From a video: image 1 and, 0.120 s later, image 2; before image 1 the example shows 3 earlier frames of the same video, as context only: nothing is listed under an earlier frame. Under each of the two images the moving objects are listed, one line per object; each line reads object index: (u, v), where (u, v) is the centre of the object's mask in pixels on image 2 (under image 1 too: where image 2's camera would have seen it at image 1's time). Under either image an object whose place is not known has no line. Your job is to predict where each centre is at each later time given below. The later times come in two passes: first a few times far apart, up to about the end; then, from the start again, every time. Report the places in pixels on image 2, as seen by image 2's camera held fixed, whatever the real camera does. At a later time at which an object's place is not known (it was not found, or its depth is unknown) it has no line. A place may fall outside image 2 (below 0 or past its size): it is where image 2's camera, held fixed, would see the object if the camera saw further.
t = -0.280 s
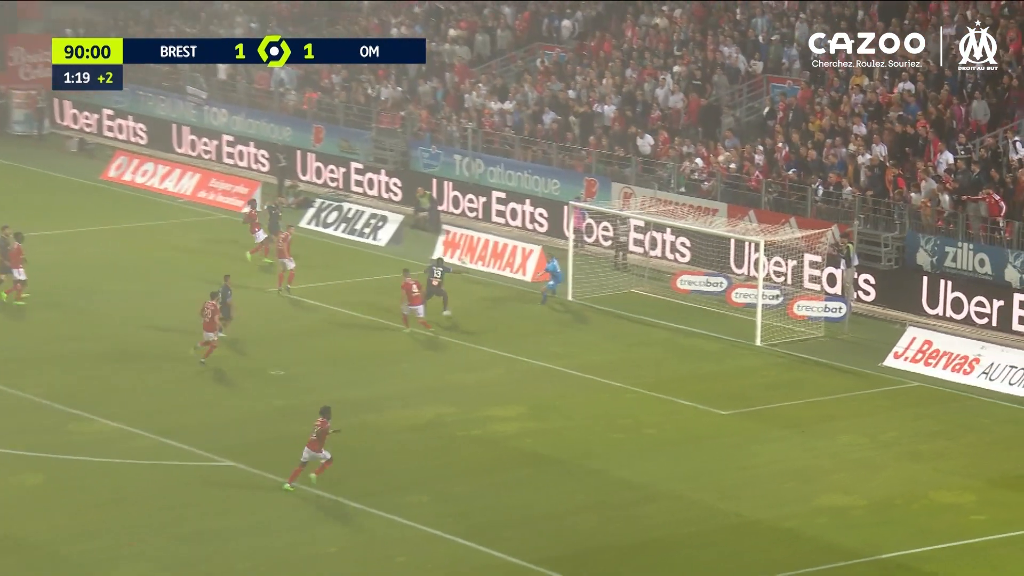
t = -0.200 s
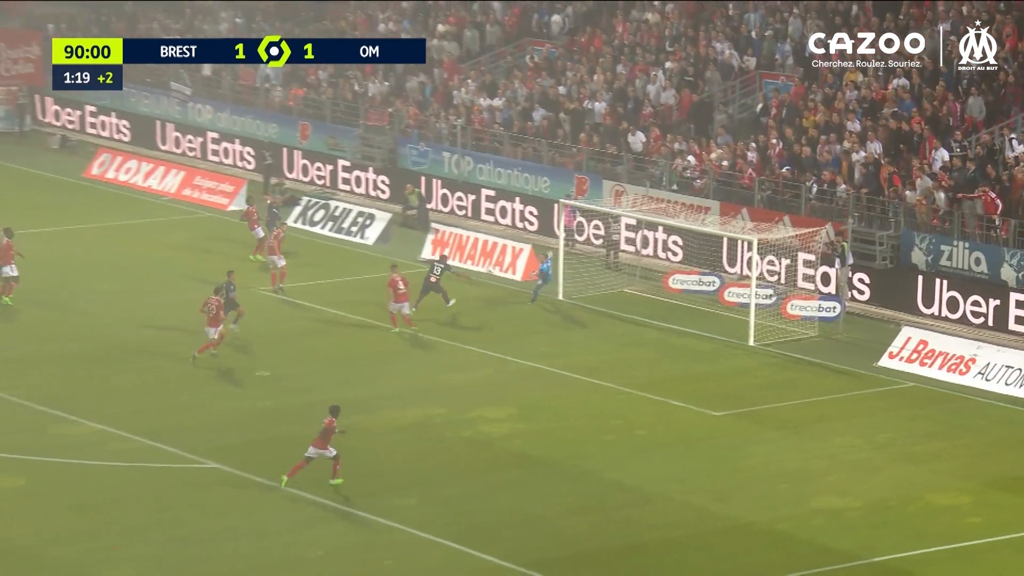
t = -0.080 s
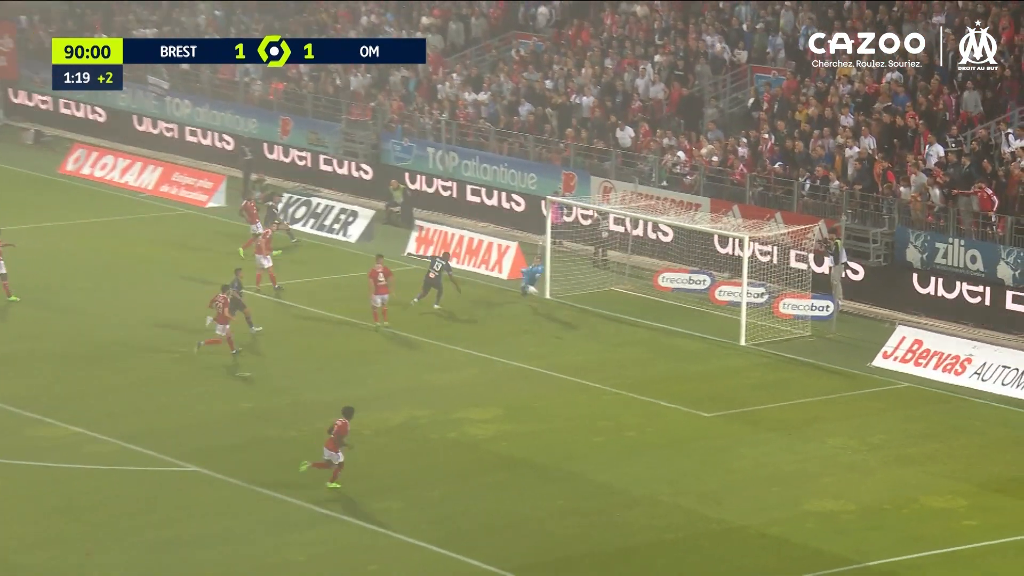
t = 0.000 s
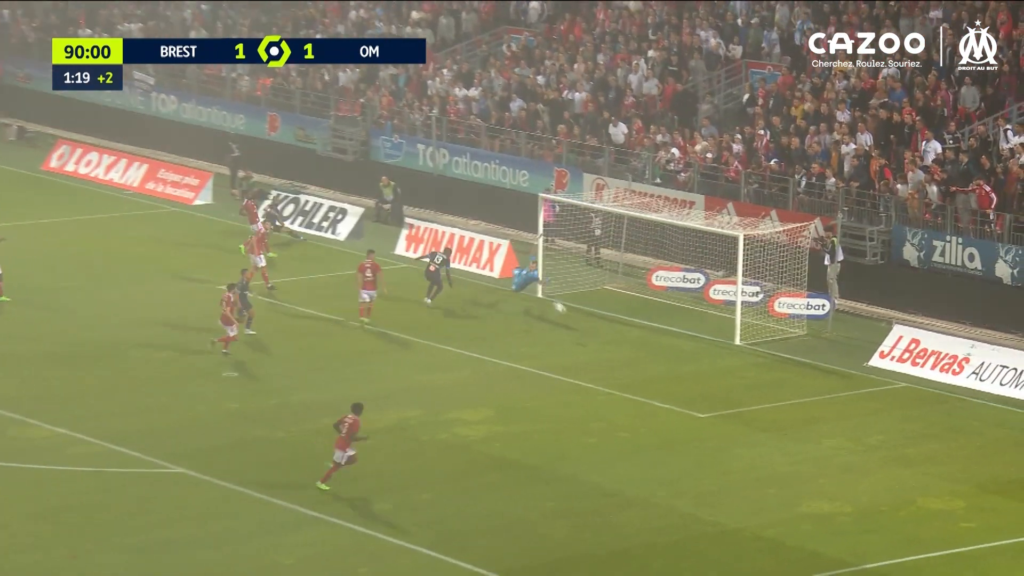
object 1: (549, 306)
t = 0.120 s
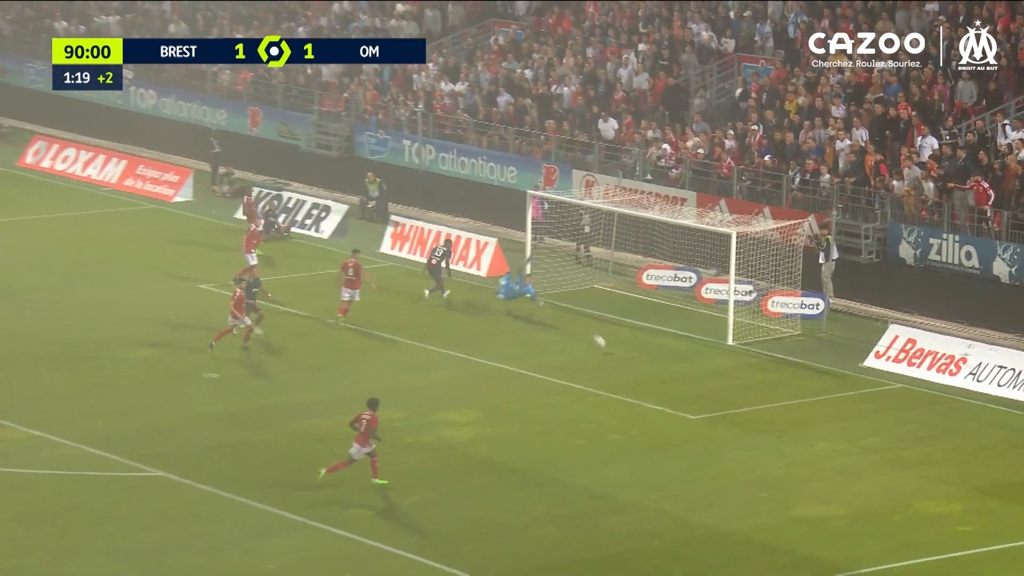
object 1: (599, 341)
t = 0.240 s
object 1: (644, 348)
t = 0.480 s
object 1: (724, 359)
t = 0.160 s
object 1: (615, 351)
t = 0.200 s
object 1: (629, 349)
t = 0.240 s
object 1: (644, 348)
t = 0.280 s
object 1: (657, 347)
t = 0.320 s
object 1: (671, 348)
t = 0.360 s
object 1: (685, 350)
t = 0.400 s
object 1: (698, 352)
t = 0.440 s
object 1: (711, 355)
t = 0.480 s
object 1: (724, 359)
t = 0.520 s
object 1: (737, 364)
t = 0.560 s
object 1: (749, 370)
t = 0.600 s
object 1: (762, 376)
